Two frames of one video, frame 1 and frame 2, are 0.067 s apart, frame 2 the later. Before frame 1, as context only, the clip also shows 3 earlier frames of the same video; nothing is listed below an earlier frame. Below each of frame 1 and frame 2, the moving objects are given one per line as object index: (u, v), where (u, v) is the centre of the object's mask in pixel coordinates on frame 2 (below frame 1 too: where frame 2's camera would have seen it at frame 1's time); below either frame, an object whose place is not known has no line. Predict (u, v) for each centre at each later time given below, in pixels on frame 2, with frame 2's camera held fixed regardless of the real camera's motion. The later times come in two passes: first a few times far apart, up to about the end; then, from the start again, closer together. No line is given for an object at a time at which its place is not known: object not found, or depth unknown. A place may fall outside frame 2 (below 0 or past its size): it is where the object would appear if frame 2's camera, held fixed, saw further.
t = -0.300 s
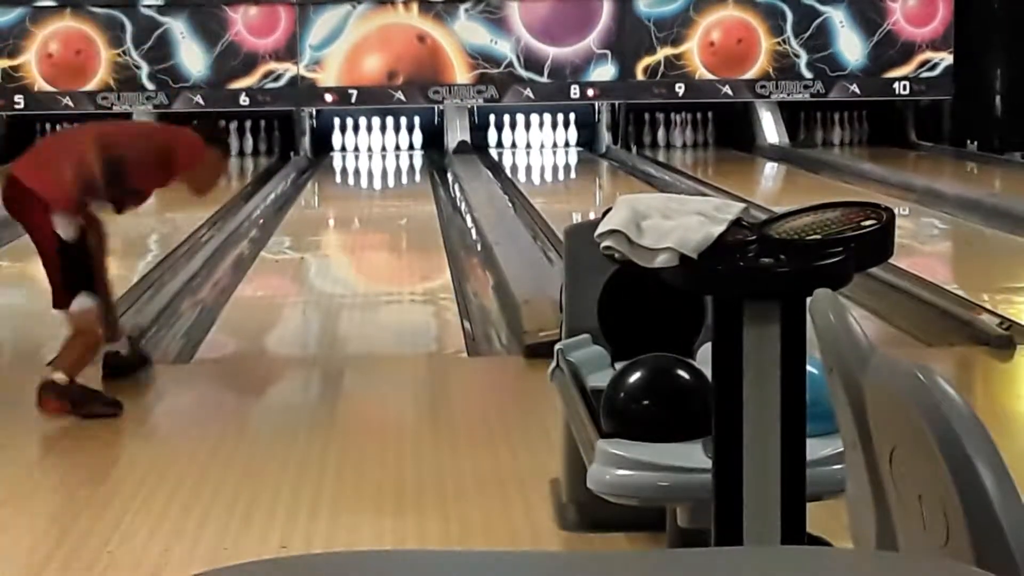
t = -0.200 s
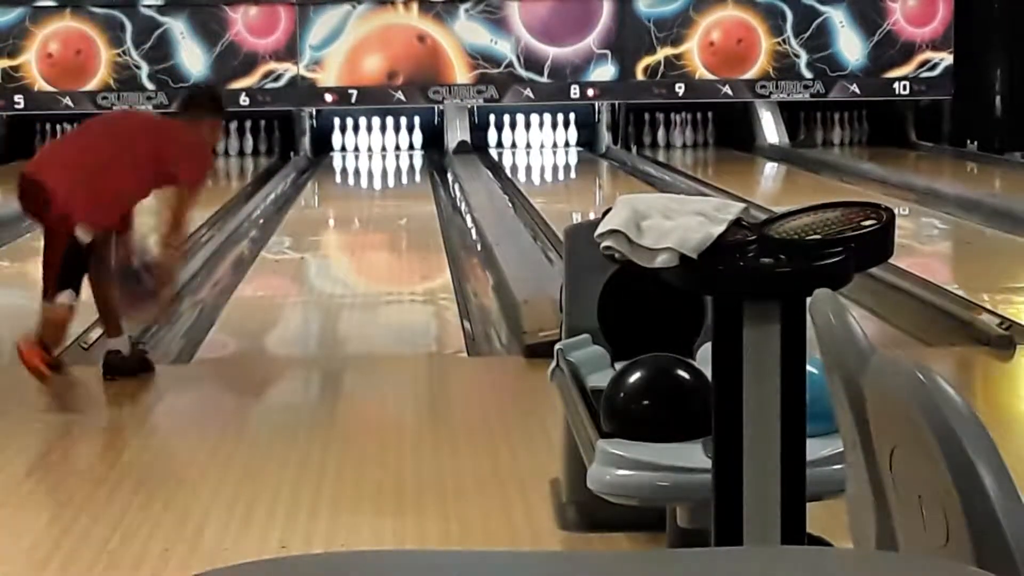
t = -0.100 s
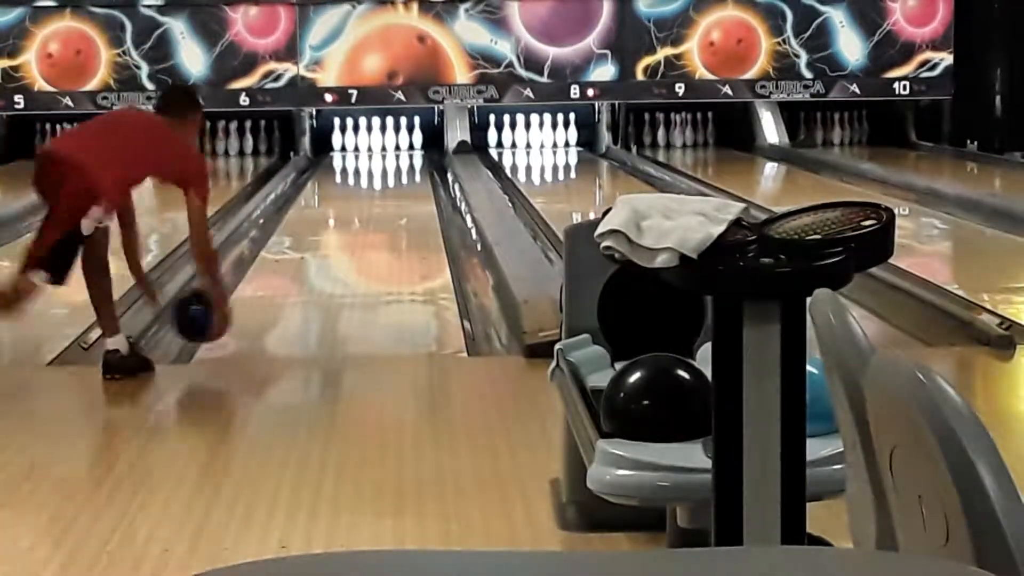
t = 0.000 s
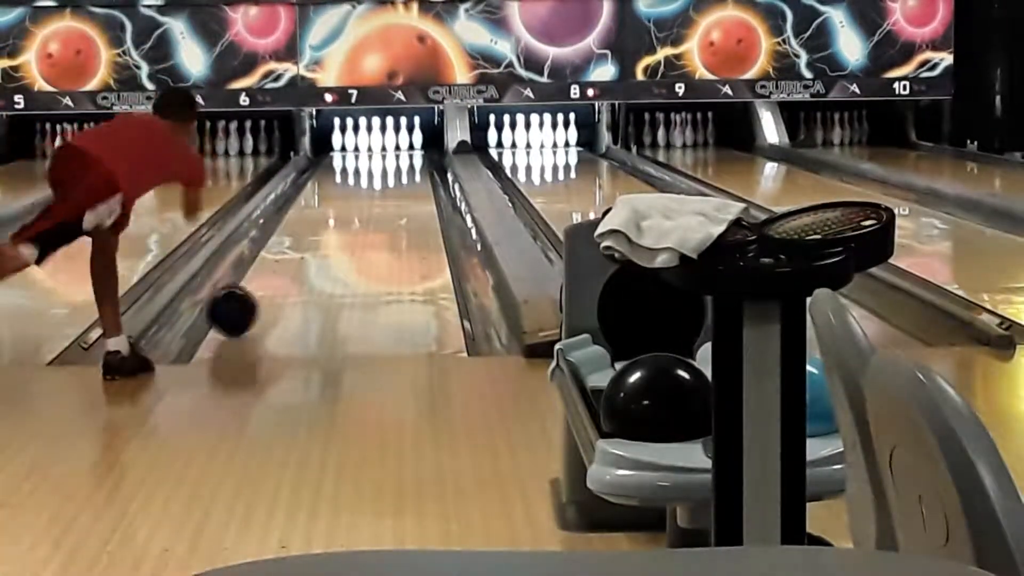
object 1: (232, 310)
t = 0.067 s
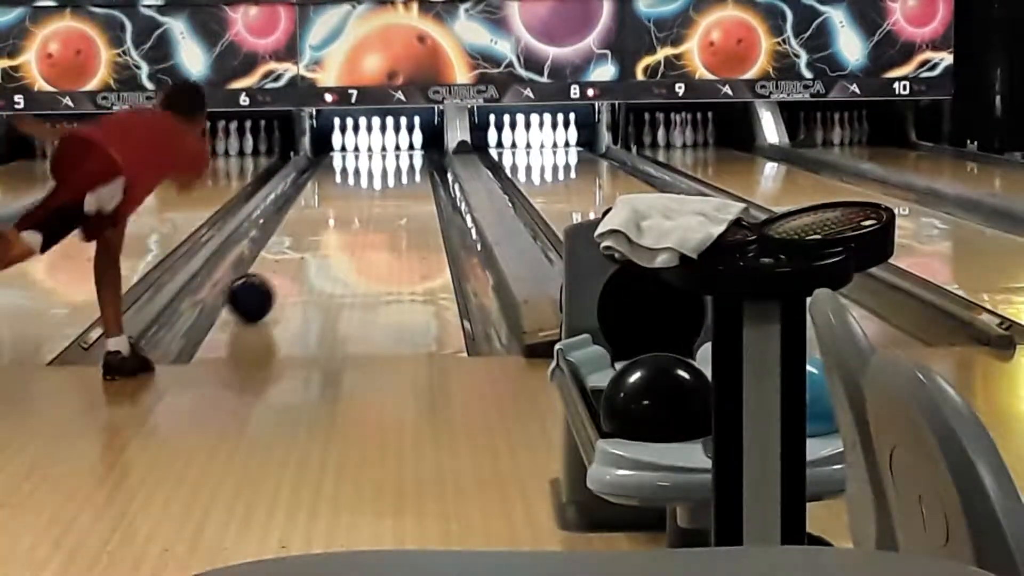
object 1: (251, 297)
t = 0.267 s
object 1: (293, 263)
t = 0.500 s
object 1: (329, 235)
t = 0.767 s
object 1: (359, 211)
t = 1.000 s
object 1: (380, 195)
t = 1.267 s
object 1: (396, 180)
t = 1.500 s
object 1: (406, 169)
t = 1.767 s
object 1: (409, 159)
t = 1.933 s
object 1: (406, 154)
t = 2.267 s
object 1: (390, 146)
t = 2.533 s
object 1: (371, 142)
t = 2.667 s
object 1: (363, 143)
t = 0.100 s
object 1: (258, 292)
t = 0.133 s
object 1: (266, 285)
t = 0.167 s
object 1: (273, 279)
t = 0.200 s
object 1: (280, 273)
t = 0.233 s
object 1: (287, 268)
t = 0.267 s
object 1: (293, 263)
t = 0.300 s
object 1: (299, 259)
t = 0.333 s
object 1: (304, 255)
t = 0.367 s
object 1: (310, 250)
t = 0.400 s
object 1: (315, 246)
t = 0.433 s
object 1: (320, 242)
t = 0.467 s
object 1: (325, 239)
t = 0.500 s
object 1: (329, 235)
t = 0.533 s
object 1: (334, 231)
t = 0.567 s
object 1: (338, 228)
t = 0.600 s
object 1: (342, 225)
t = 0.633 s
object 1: (346, 222)
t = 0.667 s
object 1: (349, 219)
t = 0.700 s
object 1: (353, 217)
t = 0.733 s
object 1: (356, 214)
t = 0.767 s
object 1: (359, 211)
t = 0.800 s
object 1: (362, 209)
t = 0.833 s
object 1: (365, 206)
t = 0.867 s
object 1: (369, 204)
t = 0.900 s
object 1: (373, 202)
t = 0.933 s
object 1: (375, 200)
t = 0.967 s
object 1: (377, 197)
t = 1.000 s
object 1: (380, 195)
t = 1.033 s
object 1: (382, 193)
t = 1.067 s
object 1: (384, 190)
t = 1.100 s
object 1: (386, 189)
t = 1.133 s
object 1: (389, 187)
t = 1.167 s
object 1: (391, 184)
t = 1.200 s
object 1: (393, 183)
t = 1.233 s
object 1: (395, 181)
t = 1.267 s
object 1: (396, 180)
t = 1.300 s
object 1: (398, 178)
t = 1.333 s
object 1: (400, 176)
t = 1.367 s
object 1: (401, 175)
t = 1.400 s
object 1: (403, 173)
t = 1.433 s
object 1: (404, 172)
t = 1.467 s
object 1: (405, 170)
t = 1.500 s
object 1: (406, 169)
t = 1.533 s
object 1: (406, 168)
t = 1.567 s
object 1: (407, 167)
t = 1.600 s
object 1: (408, 165)
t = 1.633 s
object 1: (408, 164)
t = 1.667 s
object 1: (409, 162)
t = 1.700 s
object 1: (409, 161)
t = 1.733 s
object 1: (409, 160)
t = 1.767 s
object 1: (409, 159)
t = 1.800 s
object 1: (408, 158)
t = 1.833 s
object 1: (408, 157)
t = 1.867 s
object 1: (407, 156)
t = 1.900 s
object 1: (406, 155)
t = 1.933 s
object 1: (406, 154)
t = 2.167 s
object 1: (395, 149)
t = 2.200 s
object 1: (392, 148)
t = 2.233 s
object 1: (391, 148)
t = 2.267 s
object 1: (390, 146)
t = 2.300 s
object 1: (387, 146)
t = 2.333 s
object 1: (384, 145)
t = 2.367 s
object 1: (382, 145)
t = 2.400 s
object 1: (381, 144)
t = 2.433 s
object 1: (379, 143)
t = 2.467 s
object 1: (376, 142)
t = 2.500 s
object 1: (373, 141)
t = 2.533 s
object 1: (371, 142)
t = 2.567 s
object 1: (369, 142)
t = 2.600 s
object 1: (369, 142)
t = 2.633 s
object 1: (366, 142)
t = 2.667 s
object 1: (363, 143)
